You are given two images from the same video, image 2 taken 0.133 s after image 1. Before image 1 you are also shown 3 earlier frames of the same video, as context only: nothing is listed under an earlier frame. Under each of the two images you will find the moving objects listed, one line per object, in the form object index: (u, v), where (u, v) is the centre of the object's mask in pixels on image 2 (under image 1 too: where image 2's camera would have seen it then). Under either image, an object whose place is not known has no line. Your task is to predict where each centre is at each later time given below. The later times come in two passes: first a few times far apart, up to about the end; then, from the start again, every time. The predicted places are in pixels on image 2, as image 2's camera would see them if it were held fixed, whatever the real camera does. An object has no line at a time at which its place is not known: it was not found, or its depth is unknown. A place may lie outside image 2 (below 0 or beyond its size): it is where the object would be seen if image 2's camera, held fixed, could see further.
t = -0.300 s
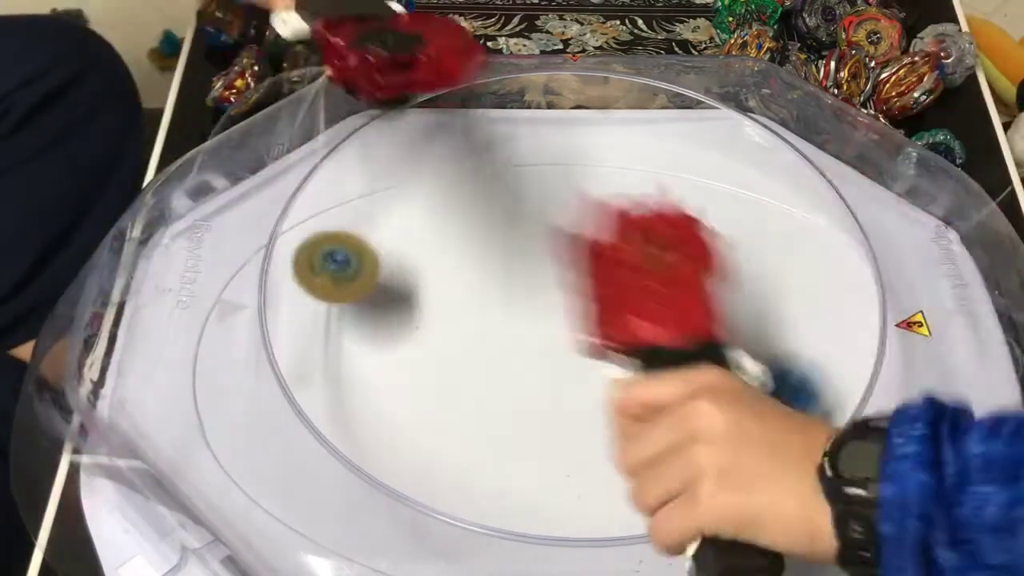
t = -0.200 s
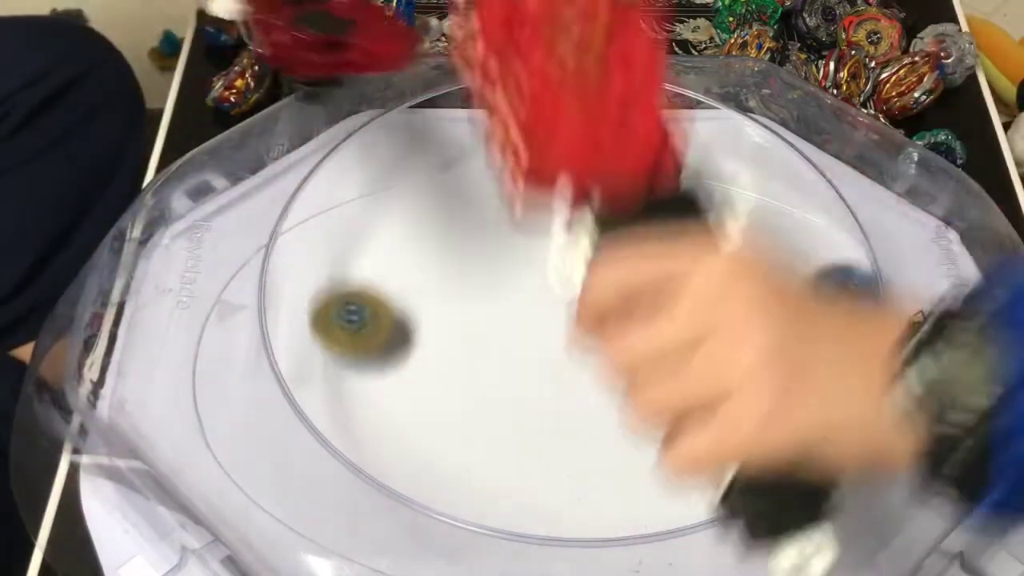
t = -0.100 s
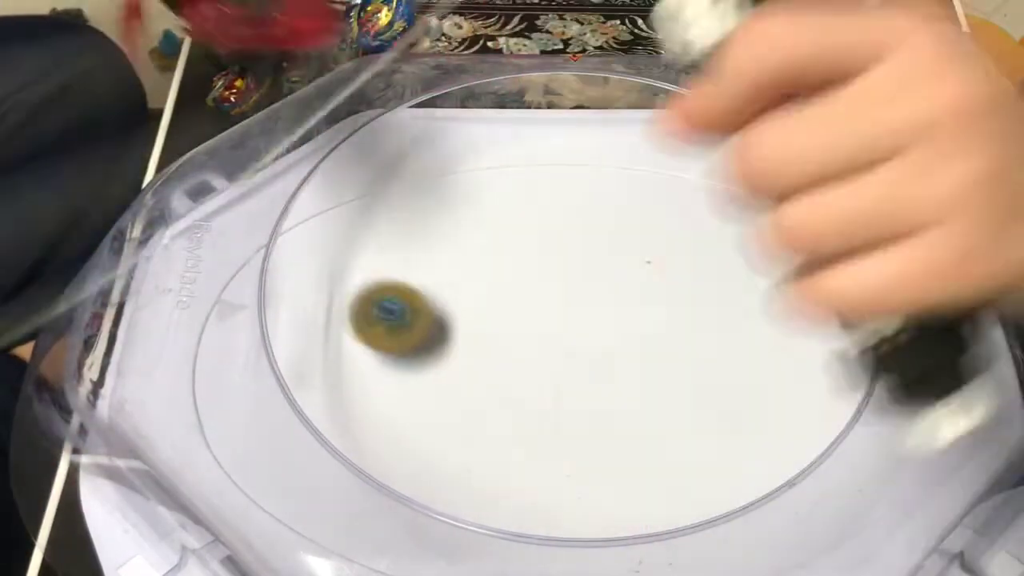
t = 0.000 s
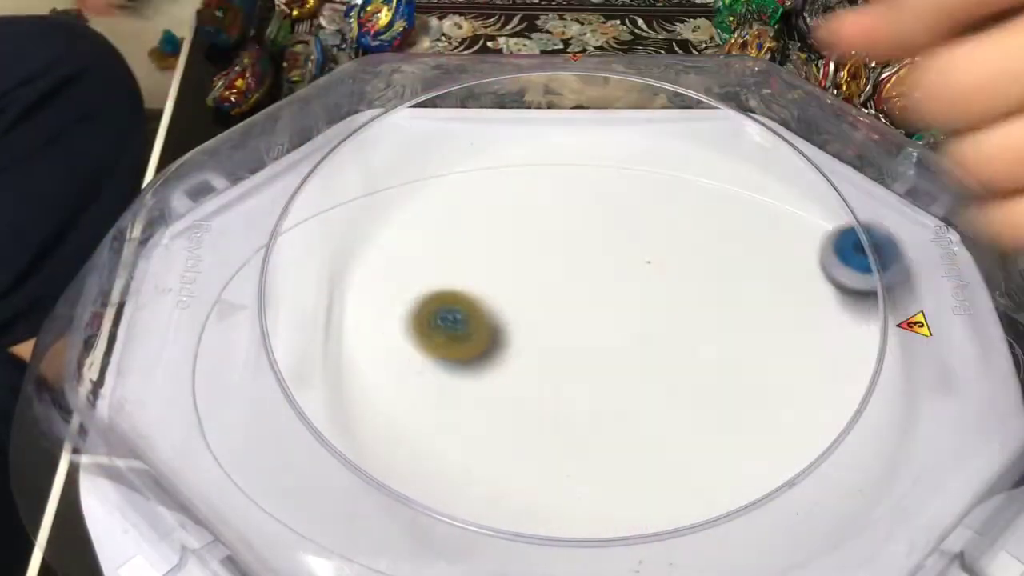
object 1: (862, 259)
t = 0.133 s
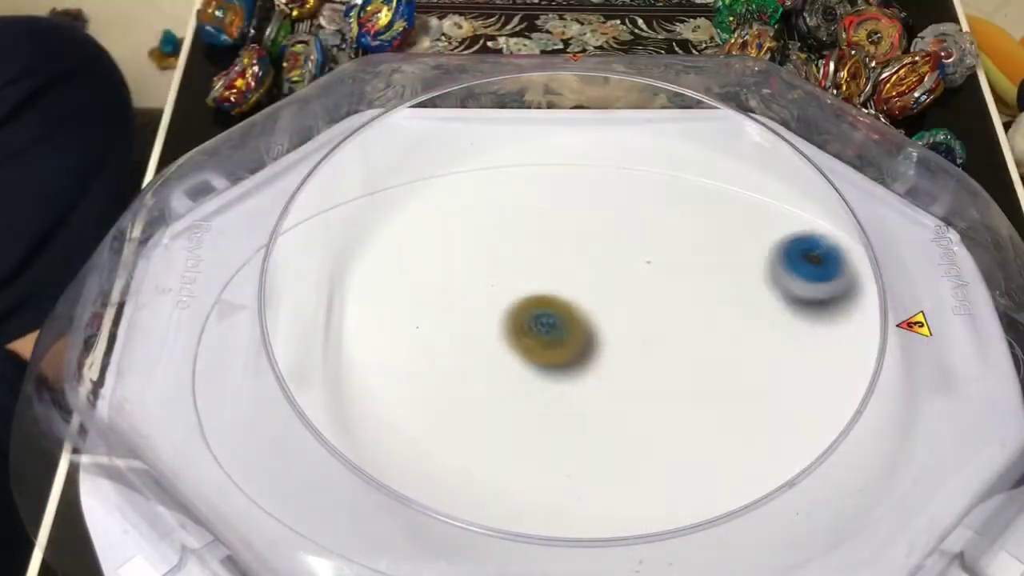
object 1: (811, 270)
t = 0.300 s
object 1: (741, 309)
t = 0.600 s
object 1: (828, 333)
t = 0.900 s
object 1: (789, 313)
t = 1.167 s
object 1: (725, 323)
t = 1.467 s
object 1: (756, 264)
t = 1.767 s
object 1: (729, 321)
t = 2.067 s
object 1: (724, 413)
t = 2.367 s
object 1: (770, 431)
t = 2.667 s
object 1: (783, 381)
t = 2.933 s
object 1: (654, 356)
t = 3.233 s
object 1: (488, 390)
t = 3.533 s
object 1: (511, 401)
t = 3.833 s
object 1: (622, 328)
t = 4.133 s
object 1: (578, 306)
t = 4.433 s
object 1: (508, 360)
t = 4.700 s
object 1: (553, 365)
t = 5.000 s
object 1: (600, 308)
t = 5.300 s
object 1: (539, 308)
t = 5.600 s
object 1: (571, 390)
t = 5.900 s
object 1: (705, 379)
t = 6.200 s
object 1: (716, 291)
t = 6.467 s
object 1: (583, 306)
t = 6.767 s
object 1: (514, 419)
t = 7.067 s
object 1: (640, 431)
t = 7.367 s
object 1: (682, 344)
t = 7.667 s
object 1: (521, 316)
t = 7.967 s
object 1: (449, 405)
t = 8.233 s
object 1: (585, 446)
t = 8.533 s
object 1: (674, 374)
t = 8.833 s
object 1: (583, 329)
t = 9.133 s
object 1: (556, 399)
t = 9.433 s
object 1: (624, 377)
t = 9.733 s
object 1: (624, 347)
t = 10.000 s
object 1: (608, 337)
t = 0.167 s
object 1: (790, 285)
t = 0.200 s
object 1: (772, 284)
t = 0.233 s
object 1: (749, 286)
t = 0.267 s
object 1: (726, 301)
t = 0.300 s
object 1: (741, 309)
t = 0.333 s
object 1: (763, 315)
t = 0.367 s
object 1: (781, 319)
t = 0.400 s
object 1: (795, 325)
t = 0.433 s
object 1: (807, 328)
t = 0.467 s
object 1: (815, 330)
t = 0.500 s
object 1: (822, 331)
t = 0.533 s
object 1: (826, 333)
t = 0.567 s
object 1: (828, 333)
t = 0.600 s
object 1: (828, 333)
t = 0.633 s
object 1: (828, 332)
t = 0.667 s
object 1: (827, 332)
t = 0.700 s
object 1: (825, 329)
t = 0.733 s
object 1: (821, 326)
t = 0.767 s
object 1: (816, 323)
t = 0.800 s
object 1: (810, 321)
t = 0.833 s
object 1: (804, 317)
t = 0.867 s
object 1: (796, 315)
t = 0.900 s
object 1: (789, 313)
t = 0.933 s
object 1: (781, 311)
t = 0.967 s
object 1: (773, 310)
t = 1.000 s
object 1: (765, 310)
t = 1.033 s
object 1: (757, 310)
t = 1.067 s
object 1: (748, 312)
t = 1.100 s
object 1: (741, 315)
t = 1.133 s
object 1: (732, 319)
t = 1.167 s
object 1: (725, 323)
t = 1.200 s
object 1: (727, 317)
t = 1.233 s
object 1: (738, 301)
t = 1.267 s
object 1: (748, 287)
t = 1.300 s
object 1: (756, 275)
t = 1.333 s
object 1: (761, 268)
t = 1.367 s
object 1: (763, 263)
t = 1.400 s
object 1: (764, 261)
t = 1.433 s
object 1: (761, 261)
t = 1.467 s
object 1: (756, 264)
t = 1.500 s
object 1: (749, 269)
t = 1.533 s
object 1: (740, 275)
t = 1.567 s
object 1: (731, 282)
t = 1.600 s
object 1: (731, 285)
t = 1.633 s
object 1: (734, 289)
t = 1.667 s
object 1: (735, 294)
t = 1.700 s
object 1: (734, 302)
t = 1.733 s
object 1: (732, 311)
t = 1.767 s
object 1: (729, 321)
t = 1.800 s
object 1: (726, 332)
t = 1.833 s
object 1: (723, 345)
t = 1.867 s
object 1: (721, 356)
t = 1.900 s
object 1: (719, 367)
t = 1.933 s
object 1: (718, 377)
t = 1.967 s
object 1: (718, 388)
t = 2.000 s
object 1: (719, 397)
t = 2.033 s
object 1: (721, 406)
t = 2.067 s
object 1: (724, 413)
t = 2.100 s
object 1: (727, 419)
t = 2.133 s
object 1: (731, 424)
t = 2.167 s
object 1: (736, 429)
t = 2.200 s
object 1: (741, 432)
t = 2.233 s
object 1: (747, 434)
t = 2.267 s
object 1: (753, 435)
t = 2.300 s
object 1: (758, 435)
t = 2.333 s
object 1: (764, 433)
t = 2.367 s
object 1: (770, 431)
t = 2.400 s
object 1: (775, 428)
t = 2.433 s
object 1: (780, 424)
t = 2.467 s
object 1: (784, 419)
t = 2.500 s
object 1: (788, 413)
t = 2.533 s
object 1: (791, 408)
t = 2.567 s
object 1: (792, 402)
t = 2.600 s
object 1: (791, 395)
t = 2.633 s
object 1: (788, 388)
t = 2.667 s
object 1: (783, 381)
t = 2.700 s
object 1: (776, 375)
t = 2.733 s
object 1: (766, 370)
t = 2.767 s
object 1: (753, 365)
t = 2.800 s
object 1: (737, 360)
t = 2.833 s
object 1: (719, 358)
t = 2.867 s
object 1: (699, 356)
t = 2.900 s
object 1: (678, 355)
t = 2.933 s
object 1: (654, 356)
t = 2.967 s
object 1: (630, 358)
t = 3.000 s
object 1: (606, 361)
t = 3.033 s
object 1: (583, 366)
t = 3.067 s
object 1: (561, 371)
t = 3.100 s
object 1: (542, 376)
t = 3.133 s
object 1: (524, 383)
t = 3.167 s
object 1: (512, 385)
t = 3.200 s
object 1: (498, 389)
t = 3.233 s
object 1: (488, 390)
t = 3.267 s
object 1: (480, 394)
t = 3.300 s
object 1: (477, 394)
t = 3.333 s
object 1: (476, 400)
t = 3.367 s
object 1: (480, 399)
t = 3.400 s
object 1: (485, 405)
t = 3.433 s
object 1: (490, 405)
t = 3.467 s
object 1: (496, 405)
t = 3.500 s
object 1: (502, 403)
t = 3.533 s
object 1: (511, 401)
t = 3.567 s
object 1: (522, 399)
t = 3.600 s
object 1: (532, 396)
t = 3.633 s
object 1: (547, 388)
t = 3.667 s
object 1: (566, 378)
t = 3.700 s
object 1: (581, 366)
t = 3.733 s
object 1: (597, 358)
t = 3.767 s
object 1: (608, 347)
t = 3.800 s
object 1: (616, 337)
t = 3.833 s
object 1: (622, 328)
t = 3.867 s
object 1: (626, 320)
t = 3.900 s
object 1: (626, 313)
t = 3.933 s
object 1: (624, 307)
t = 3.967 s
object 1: (620, 303)
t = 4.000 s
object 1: (614, 300)
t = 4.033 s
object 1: (606, 300)
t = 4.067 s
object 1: (597, 300)
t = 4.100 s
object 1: (587, 304)
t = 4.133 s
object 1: (578, 306)
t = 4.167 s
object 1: (567, 311)
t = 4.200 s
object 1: (554, 318)
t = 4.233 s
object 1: (545, 324)
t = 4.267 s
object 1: (539, 331)
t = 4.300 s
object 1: (531, 338)
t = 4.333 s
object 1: (525, 344)
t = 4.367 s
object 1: (518, 350)
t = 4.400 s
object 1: (511, 356)
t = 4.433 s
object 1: (508, 360)
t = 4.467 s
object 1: (507, 363)
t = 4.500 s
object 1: (509, 366)
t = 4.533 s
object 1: (512, 369)
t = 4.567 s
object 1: (518, 370)
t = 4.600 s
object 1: (526, 370)
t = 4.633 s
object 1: (535, 370)
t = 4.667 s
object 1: (544, 368)
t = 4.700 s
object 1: (553, 365)
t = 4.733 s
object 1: (561, 360)
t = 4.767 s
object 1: (569, 356)
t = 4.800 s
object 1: (577, 350)
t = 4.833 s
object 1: (585, 343)
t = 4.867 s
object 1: (591, 336)
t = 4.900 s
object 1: (597, 328)
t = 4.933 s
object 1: (600, 320)
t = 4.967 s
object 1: (601, 314)
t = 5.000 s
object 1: (600, 308)
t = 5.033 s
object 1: (598, 303)
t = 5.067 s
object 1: (594, 300)
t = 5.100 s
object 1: (588, 297)
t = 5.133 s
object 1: (582, 295)
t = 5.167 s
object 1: (574, 295)
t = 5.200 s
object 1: (566, 296)
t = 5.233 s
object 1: (557, 299)
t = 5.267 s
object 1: (548, 302)
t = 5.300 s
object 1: (539, 308)
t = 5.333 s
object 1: (532, 314)
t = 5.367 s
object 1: (526, 322)
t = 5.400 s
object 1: (524, 331)
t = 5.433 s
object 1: (523, 341)
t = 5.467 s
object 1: (528, 352)
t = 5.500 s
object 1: (534, 362)
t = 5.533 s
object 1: (544, 372)
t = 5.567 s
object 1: (556, 381)
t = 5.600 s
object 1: (571, 390)
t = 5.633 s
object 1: (586, 396)
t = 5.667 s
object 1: (602, 401)
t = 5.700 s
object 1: (616, 403)
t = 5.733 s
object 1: (629, 403)
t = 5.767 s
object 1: (643, 401)
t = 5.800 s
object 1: (659, 398)
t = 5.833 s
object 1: (675, 393)
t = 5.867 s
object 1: (690, 387)
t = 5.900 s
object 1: (705, 379)
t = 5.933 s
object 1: (718, 369)
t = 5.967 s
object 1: (729, 359)
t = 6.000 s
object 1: (738, 347)
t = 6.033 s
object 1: (742, 336)
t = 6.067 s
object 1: (743, 324)
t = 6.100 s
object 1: (741, 314)
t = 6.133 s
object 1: (735, 305)
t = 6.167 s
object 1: (727, 297)
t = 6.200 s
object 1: (716, 291)
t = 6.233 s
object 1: (703, 286)
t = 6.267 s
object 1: (687, 282)
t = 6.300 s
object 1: (671, 281)
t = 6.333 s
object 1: (654, 282)
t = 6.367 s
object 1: (636, 285)
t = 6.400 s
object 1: (619, 290)
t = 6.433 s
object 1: (601, 297)
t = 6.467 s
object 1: (583, 306)
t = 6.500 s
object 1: (565, 317)
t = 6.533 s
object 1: (549, 329)
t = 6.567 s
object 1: (535, 343)
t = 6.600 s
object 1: (524, 357)
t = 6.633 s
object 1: (516, 371)
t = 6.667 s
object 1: (512, 386)
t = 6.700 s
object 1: (510, 399)
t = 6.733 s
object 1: (510, 410)
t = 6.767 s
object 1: (514, 419)
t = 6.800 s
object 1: (522, 428)
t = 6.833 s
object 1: (534, 435)
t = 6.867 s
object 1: (548, 440)
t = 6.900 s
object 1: (565, 443)
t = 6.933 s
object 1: (579, 443)
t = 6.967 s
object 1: (594, 441)
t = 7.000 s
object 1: (608, 439)
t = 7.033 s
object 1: (625, 436)
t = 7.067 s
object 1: (640, 431)
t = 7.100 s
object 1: (655, 426)
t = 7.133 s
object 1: (670, 419)
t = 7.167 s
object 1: (682, 410)
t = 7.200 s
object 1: (690, 401)
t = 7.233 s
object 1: (696, 390)
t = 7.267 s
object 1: (697, 378)
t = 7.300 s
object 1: (695, 367)
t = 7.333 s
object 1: (690, 355)
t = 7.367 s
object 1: (682, 344)
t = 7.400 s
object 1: (670, 335)
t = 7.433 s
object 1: (656, 326)
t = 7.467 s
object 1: (640, 319)
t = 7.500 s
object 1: (622, 313)
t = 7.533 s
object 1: (602, 310)
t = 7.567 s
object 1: (582, 309)
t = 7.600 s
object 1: (562, 309)
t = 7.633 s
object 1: (541, 312)
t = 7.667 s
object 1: (521, 316)
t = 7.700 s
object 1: (502, 322)
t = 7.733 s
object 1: (486, 329)
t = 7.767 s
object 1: (472, 338)
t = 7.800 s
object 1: (461, 347)
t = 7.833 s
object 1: (451, 358)
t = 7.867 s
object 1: (444, 368)
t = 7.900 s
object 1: (443, 380)
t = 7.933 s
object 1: (444, 393)
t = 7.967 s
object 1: (449, 405)
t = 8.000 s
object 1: (457, 417)
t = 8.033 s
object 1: (469, 429)
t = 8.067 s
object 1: (485, 438)
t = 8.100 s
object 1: (504, 445)
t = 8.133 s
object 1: (527, 447)
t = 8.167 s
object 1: (549, 446)
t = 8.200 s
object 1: (569, 446)
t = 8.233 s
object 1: (585, 446)
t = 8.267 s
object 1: (601, 443)
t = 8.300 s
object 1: (618, 438)
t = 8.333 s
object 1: (633, 430)
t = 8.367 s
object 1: (646, 420)
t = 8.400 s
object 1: (657, 407)
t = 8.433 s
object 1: (664, 394)
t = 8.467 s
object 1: (669, 385)
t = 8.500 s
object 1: (672, 381)
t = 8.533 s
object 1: (674, 374)
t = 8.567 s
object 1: (671, 366)
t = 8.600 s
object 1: (667, 357)
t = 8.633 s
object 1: (661, 348)
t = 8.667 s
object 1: (651, 340)
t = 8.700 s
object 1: (640, 333)
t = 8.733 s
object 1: (627, 327)
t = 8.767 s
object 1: (613, 323)
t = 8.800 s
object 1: (596, 322)
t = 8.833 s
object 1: (583, 329)
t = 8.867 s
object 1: (571, 336)
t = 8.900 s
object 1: (562, 344)
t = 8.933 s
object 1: (555, 353)
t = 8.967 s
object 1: (549, 362)
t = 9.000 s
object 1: (545, 371)
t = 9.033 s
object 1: (544, 381)
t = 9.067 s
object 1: (545, 388)
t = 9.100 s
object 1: (547, 394)
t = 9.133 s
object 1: (556, 399)
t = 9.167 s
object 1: (566, 403)
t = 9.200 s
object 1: (577, 404)
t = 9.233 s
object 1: (590, 402)
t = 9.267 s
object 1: (601, 398)
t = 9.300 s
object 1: (609, 394)
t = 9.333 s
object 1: (615, 389)
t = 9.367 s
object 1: (618, 384)
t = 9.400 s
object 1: (622, 381)
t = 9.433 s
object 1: (624, 377)
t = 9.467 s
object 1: (623, 375)
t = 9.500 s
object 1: (620, 371)
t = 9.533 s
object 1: (616, 366)
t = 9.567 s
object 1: (620, 362)
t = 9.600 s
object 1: (625, 359)
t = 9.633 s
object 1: (626, 356)
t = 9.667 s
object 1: (627, 353)
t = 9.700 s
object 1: (626, 349)
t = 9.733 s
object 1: (624, 347)
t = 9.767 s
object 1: (622, 345)
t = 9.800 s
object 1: (619, 343)
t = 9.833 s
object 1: (617, 342)
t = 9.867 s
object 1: (615, 341)
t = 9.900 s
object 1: (613, 341)
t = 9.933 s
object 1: (610, 340)
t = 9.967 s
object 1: (608, 341)
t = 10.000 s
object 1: (608, 337)
